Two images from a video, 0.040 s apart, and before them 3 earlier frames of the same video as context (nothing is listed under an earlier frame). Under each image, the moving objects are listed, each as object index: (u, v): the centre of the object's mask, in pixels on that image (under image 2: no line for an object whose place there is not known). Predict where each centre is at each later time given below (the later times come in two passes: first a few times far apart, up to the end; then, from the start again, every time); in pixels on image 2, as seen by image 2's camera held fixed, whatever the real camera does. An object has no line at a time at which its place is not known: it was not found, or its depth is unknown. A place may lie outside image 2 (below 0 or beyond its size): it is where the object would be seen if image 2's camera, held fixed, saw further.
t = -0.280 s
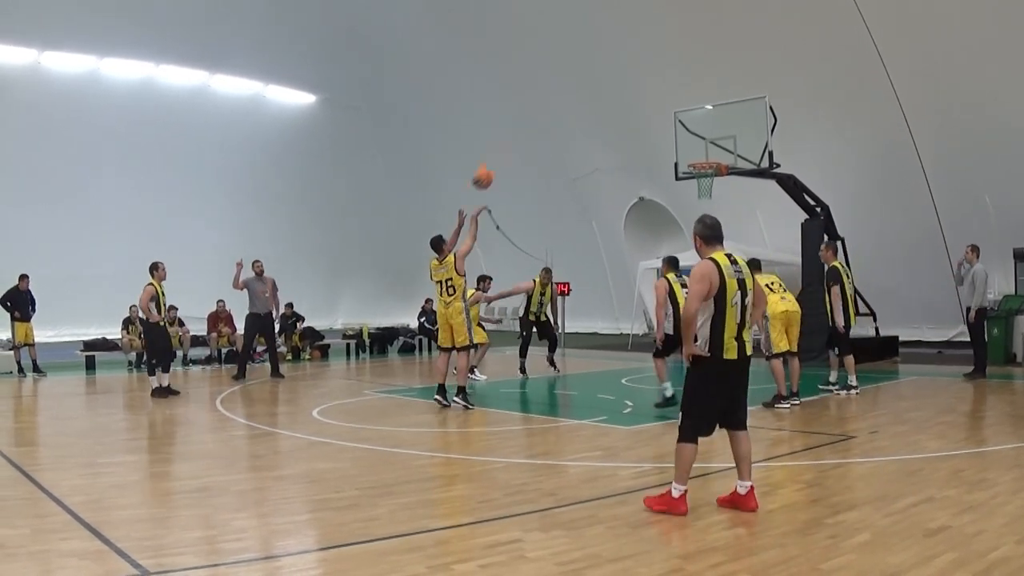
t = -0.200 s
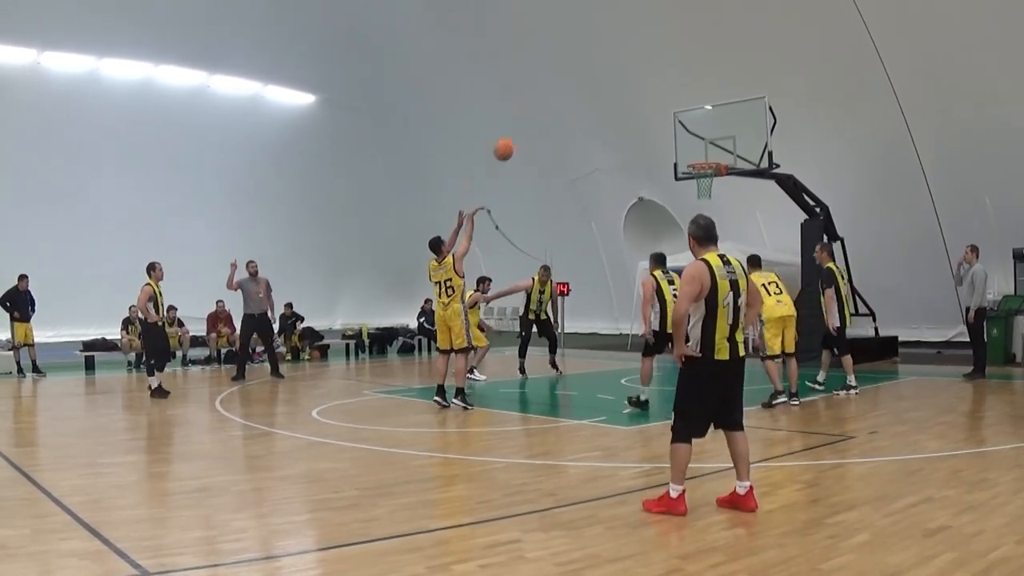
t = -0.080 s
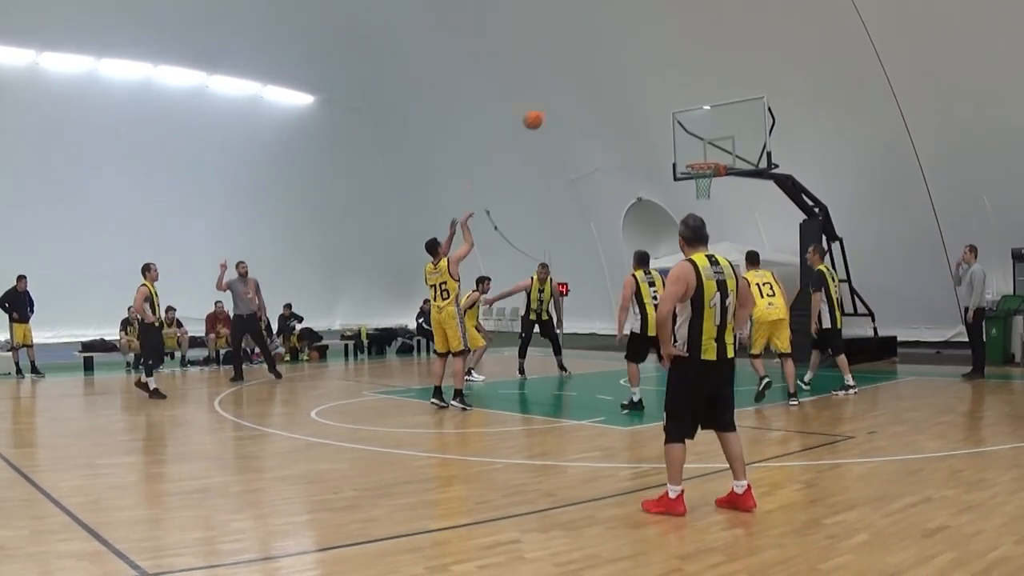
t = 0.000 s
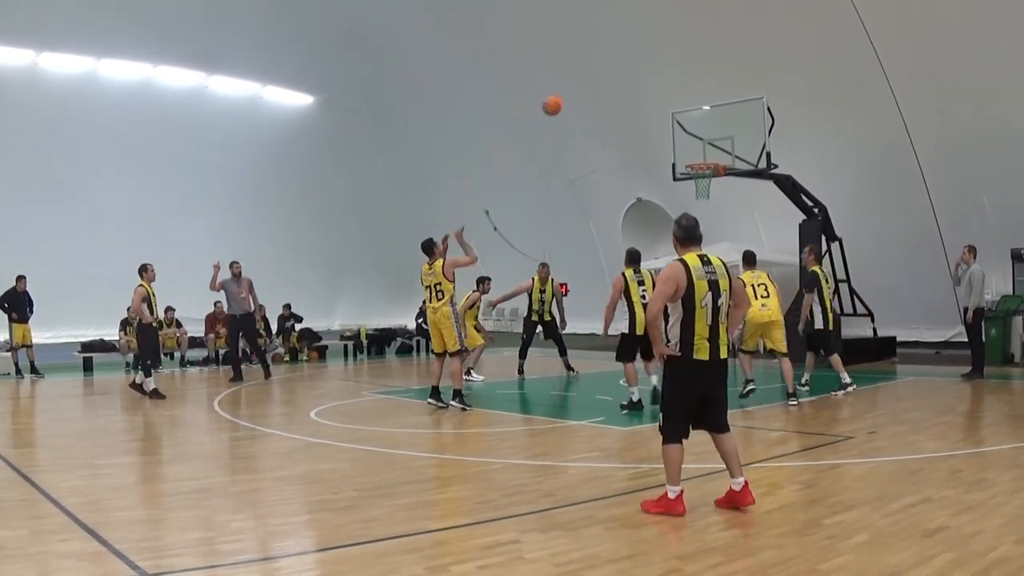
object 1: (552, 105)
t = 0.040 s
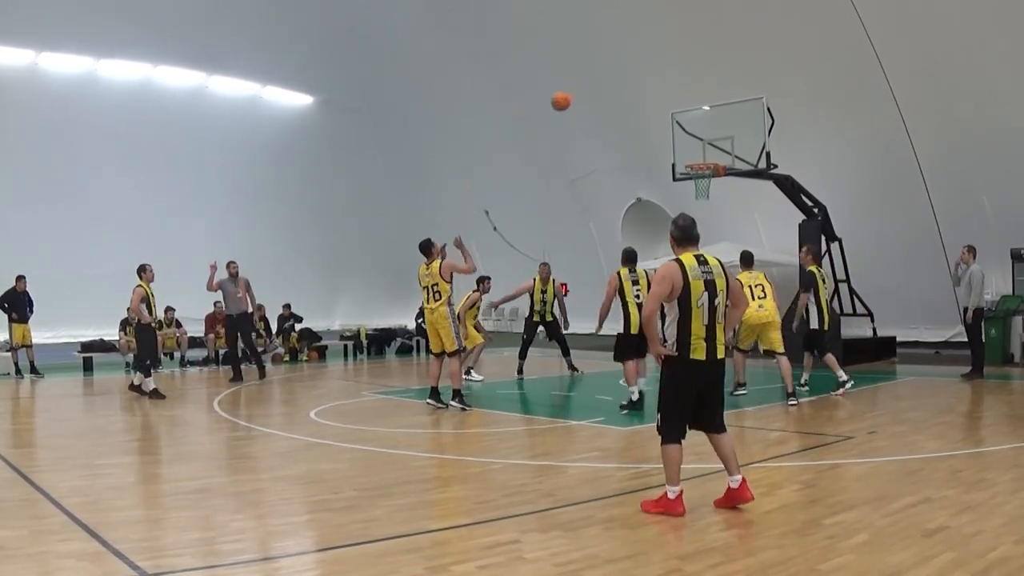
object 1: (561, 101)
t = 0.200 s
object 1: (597, 94)
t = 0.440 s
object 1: (647, 119)
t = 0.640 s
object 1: (676, 157)
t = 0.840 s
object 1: (625, 153)
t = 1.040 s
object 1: (574, 177)
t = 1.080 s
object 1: (564, 185)
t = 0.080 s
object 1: (570, 97)
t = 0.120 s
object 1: (580, 95)
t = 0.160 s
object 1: (589, 94)
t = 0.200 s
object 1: (597, 94)
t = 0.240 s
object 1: (606, 95)
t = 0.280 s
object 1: (614, 98)
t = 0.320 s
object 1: (623, 102)
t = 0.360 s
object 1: (631, 107)
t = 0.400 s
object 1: (639, 111)
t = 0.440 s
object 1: (647, 119)
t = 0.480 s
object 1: (655, 127)
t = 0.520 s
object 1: (663, 135)
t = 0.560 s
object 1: (671, 145)
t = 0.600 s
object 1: (679, 155)
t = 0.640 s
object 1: (676, 157)
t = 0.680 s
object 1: (666, 155)
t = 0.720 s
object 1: (656, 153)
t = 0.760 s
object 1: (645, 152)
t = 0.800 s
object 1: (636, 153)
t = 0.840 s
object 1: (625, 153)
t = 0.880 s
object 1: (615, 156)
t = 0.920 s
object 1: (605, 159)
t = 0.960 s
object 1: (594, 164)
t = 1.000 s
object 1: (584, 170)
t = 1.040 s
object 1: (574, 177)
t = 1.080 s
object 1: (564, 185)
